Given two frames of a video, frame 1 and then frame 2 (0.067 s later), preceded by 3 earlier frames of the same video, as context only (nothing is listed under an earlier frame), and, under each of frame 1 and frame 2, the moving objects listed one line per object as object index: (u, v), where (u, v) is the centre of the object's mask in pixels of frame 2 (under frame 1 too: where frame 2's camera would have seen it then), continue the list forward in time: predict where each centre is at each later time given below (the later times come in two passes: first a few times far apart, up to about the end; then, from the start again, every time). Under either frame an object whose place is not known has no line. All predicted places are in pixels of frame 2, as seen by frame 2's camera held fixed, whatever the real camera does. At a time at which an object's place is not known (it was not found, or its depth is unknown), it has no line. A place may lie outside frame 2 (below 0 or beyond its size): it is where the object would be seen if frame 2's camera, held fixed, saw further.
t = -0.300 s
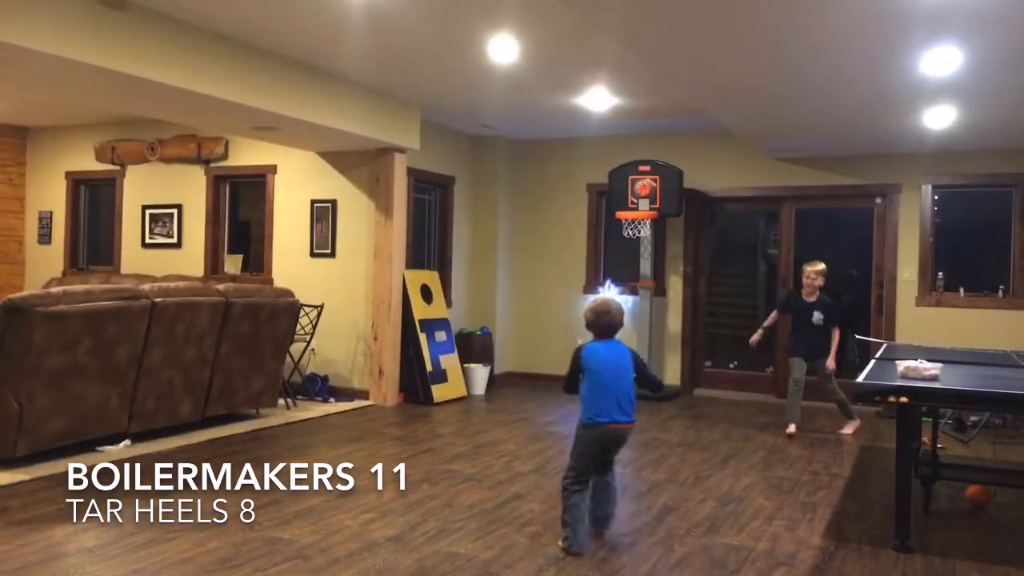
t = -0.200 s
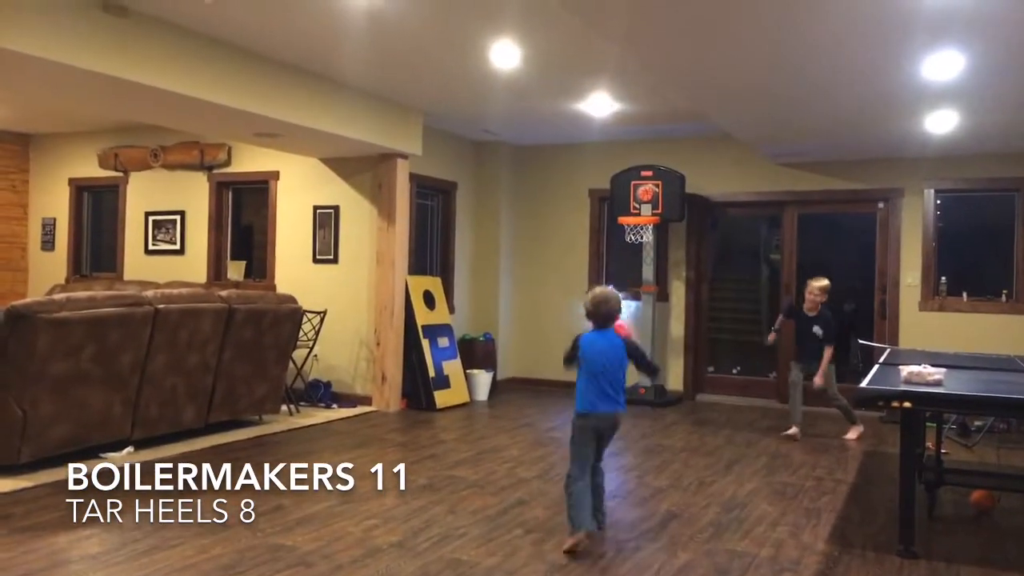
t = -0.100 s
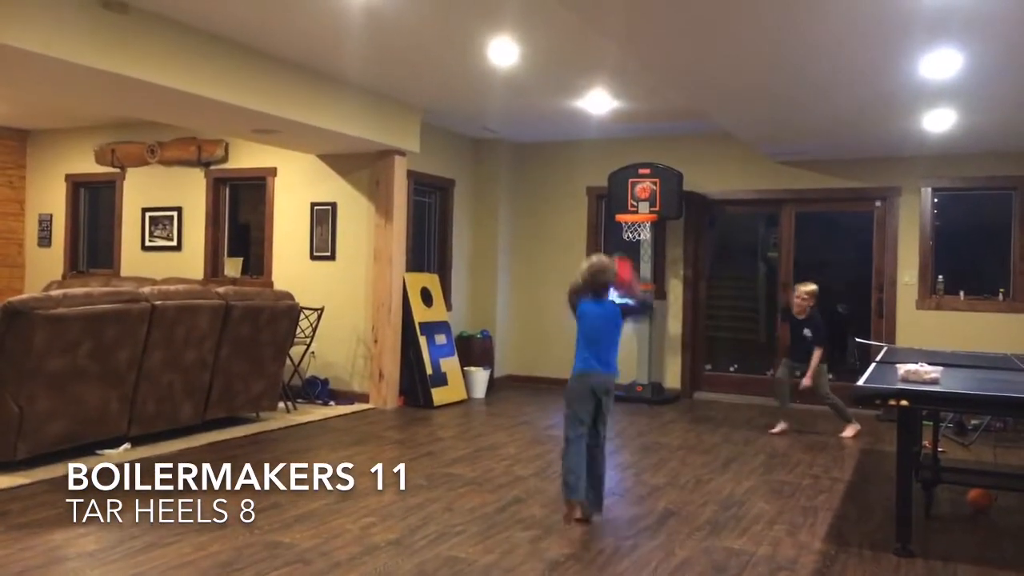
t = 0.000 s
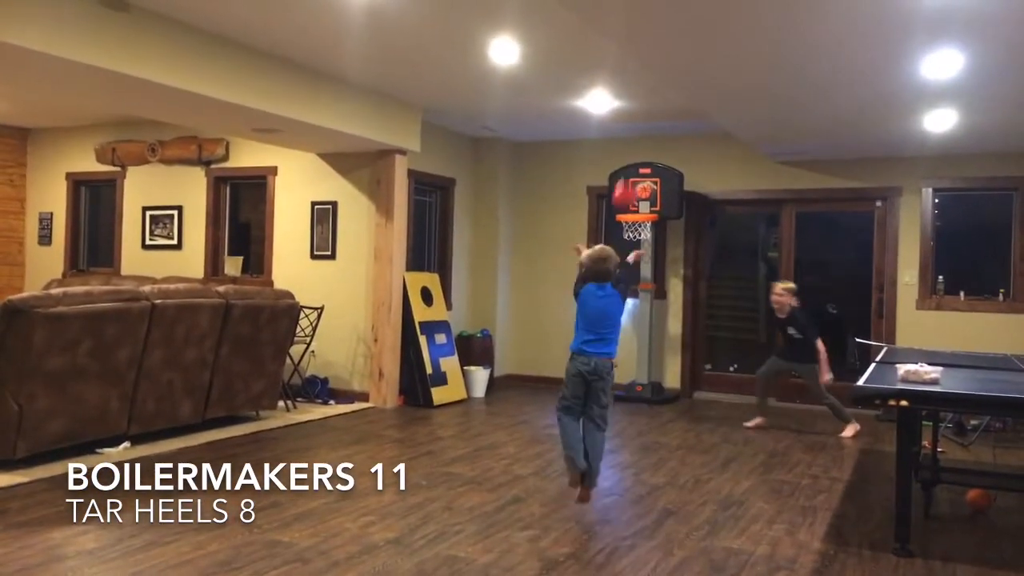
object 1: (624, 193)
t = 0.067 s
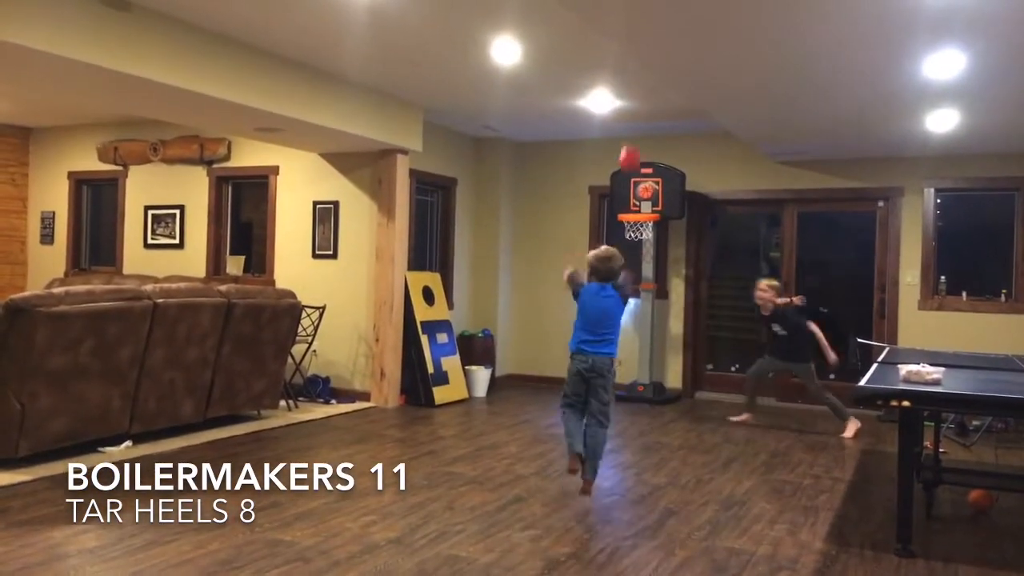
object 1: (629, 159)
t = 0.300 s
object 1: (637, 113)
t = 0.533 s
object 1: (638, 138)
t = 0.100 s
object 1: (630, 146)
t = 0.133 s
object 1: (631, 136)
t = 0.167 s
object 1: (633, 127)
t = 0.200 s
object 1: (634, 121)
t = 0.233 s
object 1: (635, 117)
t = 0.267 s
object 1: (636, 114)
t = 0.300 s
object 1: (637, 113)
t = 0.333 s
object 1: (637, 113)
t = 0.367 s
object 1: (638, 115)
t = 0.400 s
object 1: (638, 117)
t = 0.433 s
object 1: (638, 121)
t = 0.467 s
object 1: (638, 126)
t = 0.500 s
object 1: (638, 132)
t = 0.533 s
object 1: (638, 138)
